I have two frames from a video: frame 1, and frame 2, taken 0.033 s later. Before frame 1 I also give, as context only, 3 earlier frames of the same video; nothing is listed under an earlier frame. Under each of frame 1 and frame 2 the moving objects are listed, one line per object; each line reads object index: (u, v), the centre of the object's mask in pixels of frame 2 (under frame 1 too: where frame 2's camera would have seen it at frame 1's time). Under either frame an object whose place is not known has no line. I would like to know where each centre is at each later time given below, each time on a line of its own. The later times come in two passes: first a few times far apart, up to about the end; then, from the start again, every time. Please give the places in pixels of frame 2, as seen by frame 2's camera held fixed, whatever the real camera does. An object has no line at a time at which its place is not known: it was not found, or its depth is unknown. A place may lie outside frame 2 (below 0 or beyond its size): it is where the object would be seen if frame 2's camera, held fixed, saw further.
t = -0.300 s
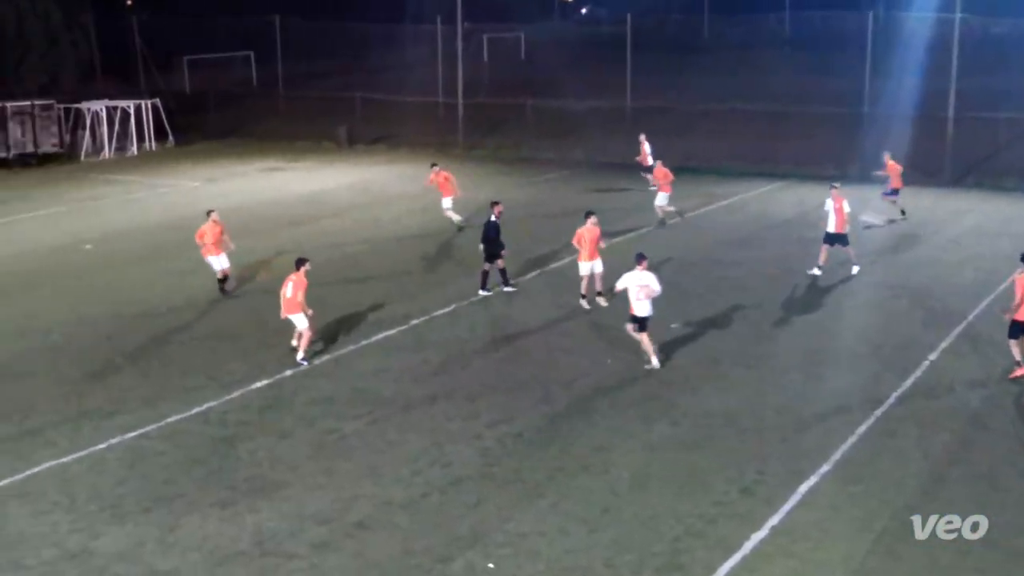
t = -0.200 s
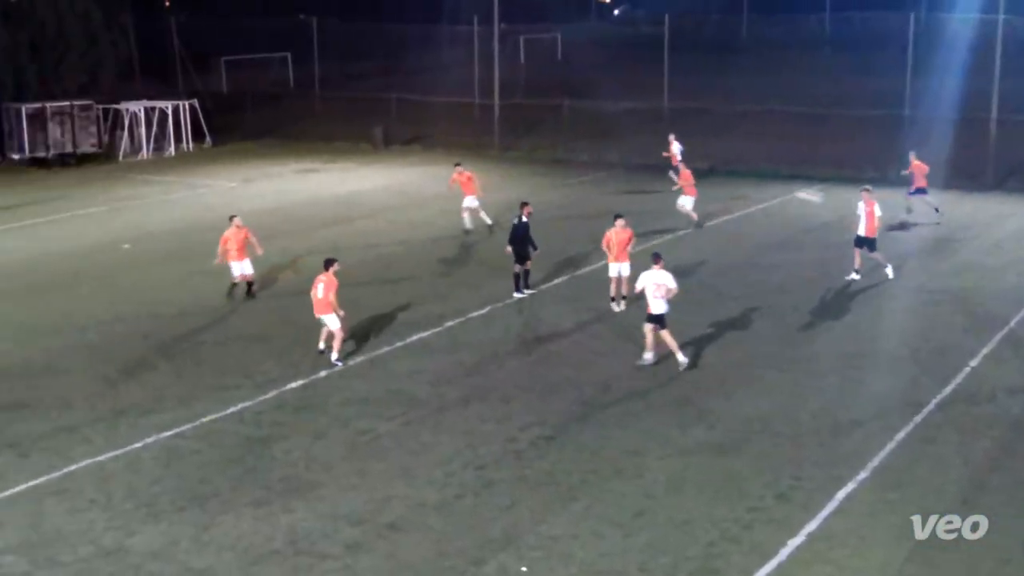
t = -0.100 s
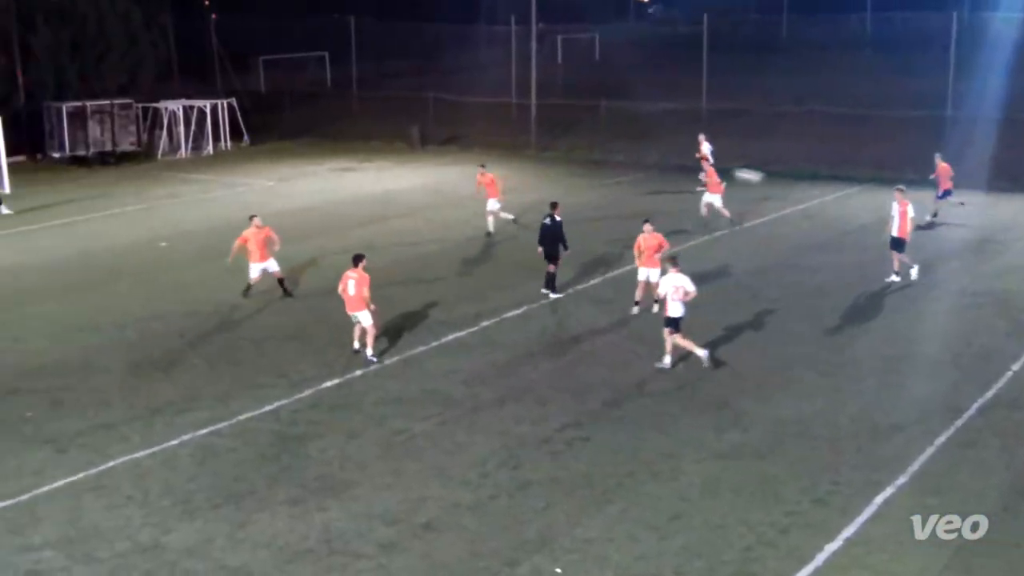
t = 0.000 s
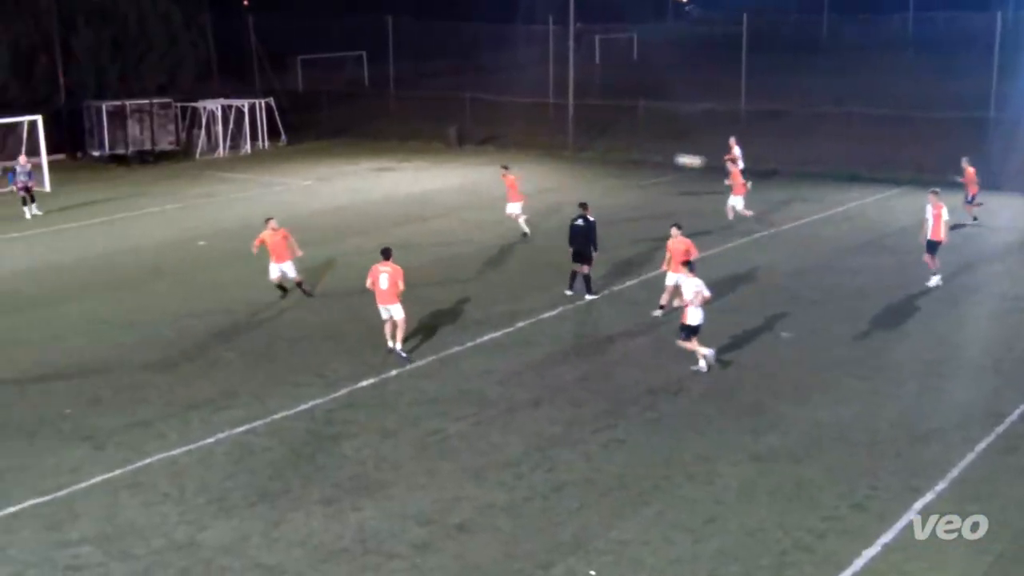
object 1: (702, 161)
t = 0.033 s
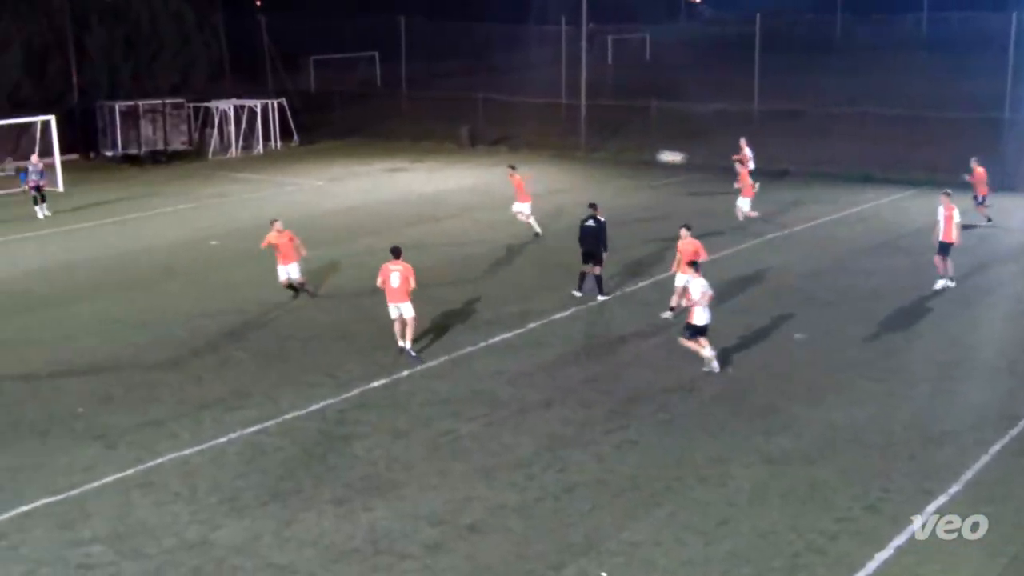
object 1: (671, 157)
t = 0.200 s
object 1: (521, 144)
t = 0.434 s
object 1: (325, 151)
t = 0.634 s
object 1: (164, 177)
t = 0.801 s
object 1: (35, 214)
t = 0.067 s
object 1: (641, 154)
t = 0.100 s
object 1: (610, 150)
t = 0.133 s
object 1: (580, 148)
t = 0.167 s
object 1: (551, 146)
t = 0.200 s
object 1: (521, 144)
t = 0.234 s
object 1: (492, 144)
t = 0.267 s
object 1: (463, 143)
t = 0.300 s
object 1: (435, 144)
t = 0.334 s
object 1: (407, 145)
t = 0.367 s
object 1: (379, 147)
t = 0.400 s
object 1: (351, 148)
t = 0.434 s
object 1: (325, 151)
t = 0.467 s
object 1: (298, 154)
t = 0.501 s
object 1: (271, 157)
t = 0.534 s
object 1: (244, 161)
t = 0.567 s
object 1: (217, 166)
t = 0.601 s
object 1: (190, 171)
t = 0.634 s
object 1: (164, 177)
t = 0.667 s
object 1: (139, 184)
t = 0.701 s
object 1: (113, 190)
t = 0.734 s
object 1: (87, 197)
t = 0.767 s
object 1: (61, 205)
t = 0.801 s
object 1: (35, 214)
